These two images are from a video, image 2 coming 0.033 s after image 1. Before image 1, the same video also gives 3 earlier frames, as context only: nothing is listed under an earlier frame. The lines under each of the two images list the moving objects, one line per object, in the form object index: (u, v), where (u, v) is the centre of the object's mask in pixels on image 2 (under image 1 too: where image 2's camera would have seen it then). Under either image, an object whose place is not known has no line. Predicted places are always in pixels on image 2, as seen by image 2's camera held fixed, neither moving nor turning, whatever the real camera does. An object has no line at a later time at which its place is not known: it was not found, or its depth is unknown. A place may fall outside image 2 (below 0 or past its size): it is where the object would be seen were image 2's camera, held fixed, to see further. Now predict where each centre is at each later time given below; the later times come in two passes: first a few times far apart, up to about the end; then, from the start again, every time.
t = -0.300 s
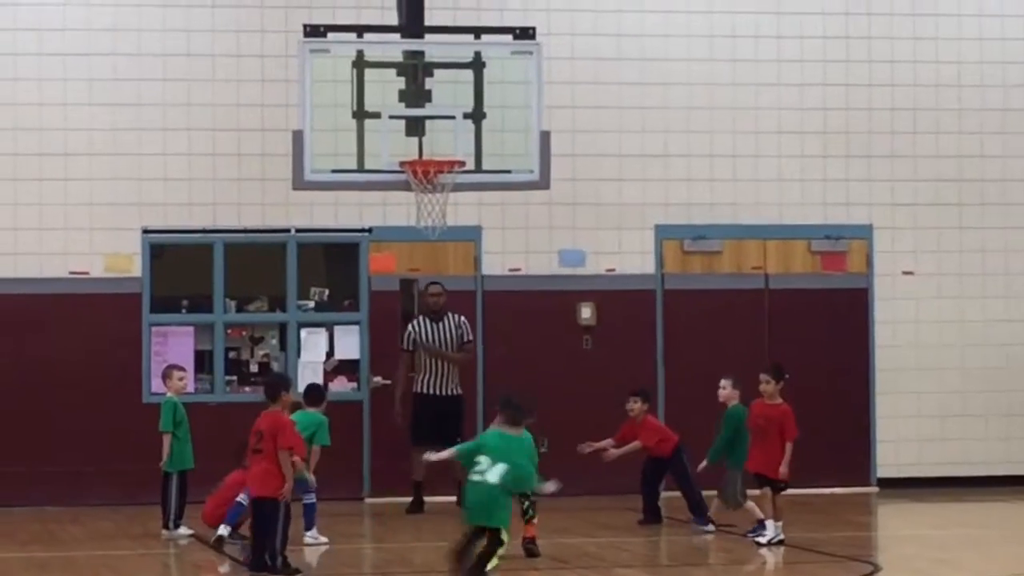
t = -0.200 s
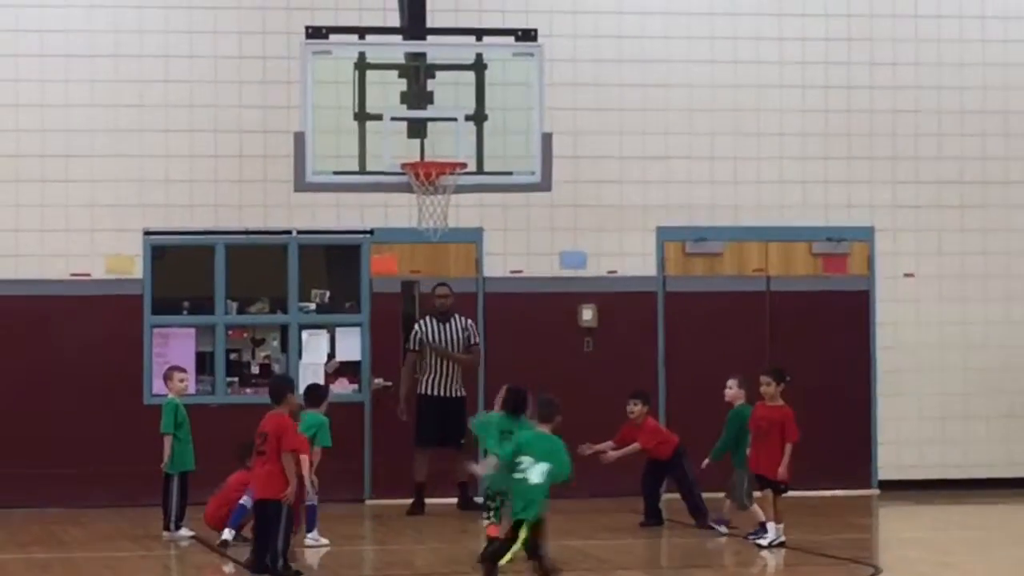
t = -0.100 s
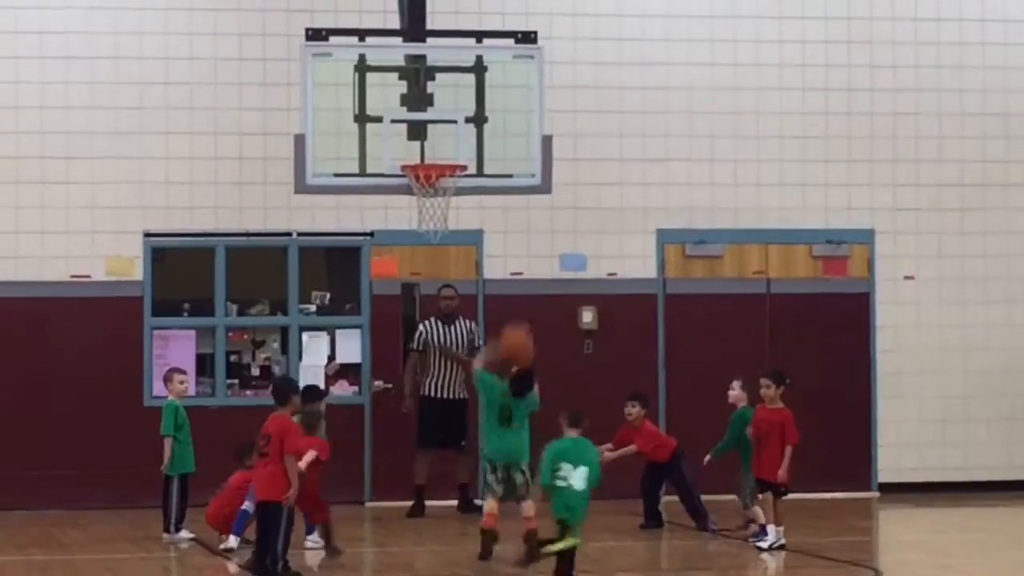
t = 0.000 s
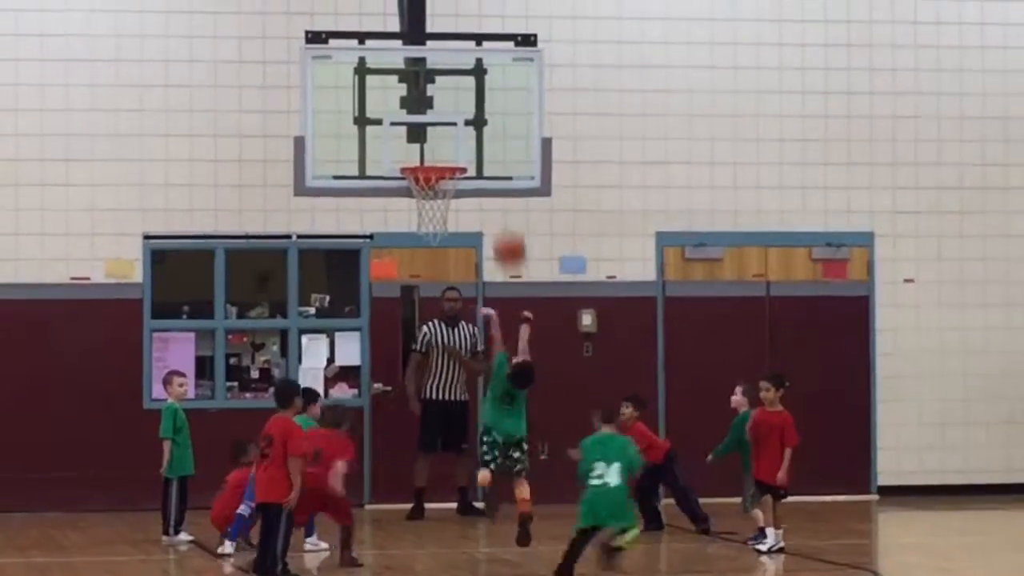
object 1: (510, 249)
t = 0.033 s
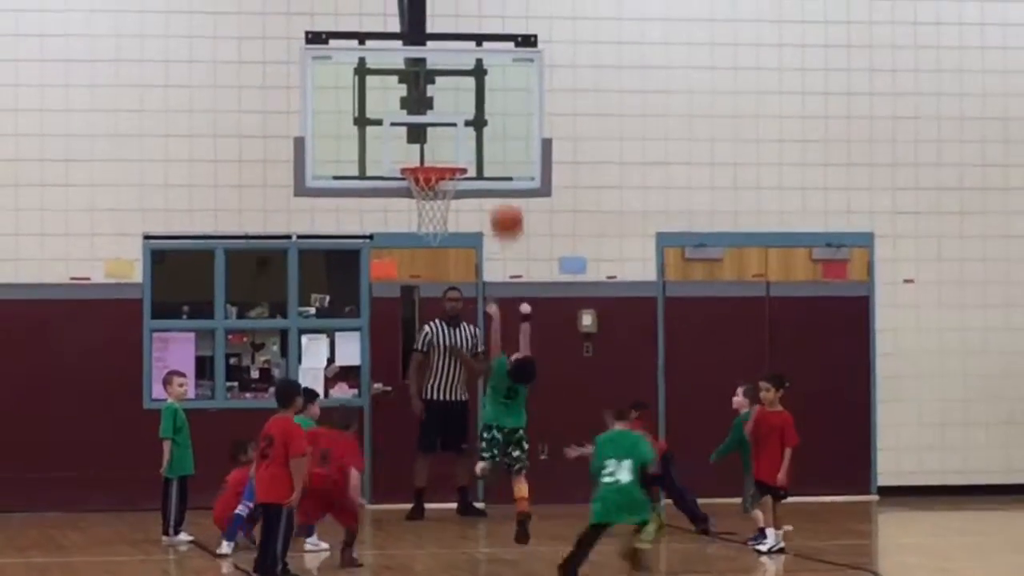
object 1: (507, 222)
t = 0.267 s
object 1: (489, 72)
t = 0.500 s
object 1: (471, 8)
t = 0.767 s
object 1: (452, 29)
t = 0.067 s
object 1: (505, 196)
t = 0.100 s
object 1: (502, 169)
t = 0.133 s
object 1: (499, 145)
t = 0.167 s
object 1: (497, 125)
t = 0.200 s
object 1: (494, 105)
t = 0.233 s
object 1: (491, 87)
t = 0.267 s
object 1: (489, 72)
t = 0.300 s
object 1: (486, 57)
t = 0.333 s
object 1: (483, 45)
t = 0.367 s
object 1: (481, 34)
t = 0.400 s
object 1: (478, 26)
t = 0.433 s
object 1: (476, 18)
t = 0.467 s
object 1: (474, 12)
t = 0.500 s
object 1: (471, 8)
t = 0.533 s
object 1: (469, 6)
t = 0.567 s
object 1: (466, 6)
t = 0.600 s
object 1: (464, 6)
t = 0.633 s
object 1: (462, 7)
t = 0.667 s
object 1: (459, 10)
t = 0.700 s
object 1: (457, 16)
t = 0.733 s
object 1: (454, 22)
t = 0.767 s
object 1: (452, 29)
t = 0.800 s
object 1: (450, 39)
